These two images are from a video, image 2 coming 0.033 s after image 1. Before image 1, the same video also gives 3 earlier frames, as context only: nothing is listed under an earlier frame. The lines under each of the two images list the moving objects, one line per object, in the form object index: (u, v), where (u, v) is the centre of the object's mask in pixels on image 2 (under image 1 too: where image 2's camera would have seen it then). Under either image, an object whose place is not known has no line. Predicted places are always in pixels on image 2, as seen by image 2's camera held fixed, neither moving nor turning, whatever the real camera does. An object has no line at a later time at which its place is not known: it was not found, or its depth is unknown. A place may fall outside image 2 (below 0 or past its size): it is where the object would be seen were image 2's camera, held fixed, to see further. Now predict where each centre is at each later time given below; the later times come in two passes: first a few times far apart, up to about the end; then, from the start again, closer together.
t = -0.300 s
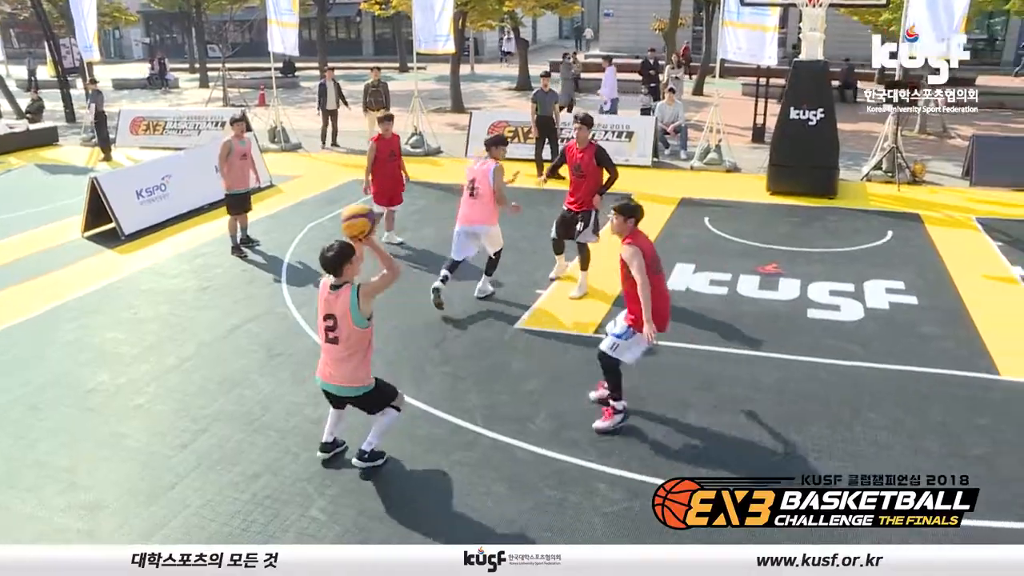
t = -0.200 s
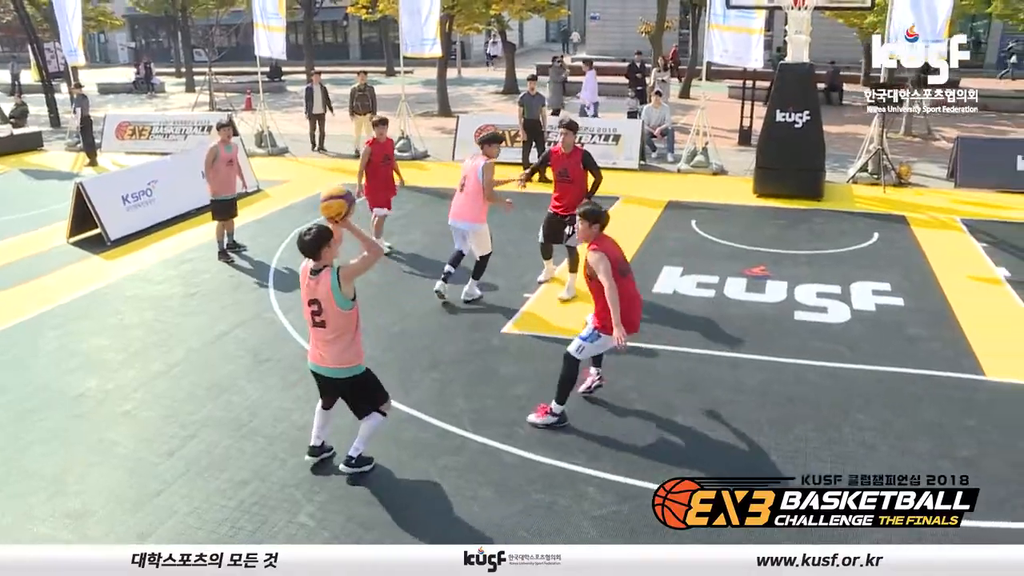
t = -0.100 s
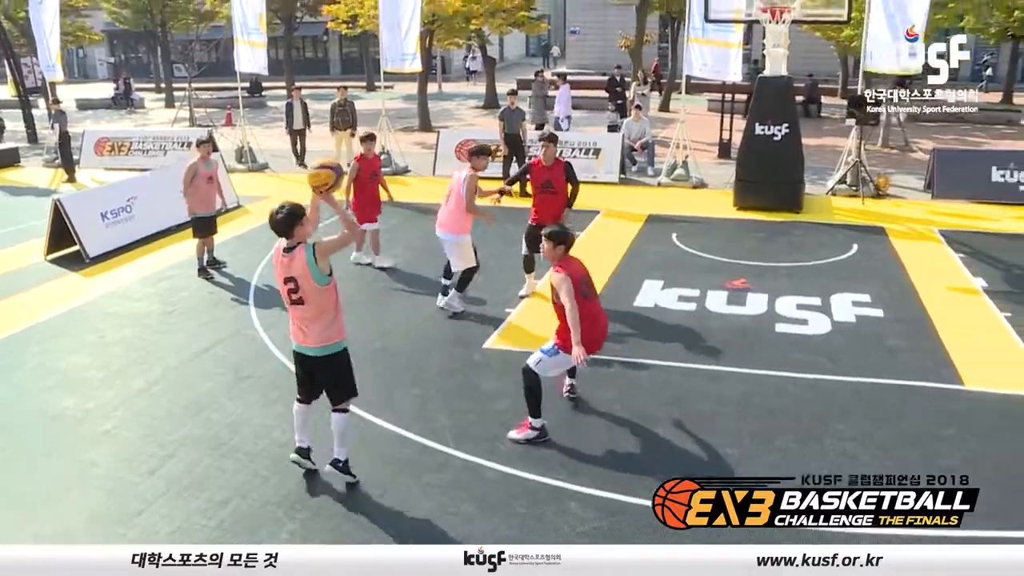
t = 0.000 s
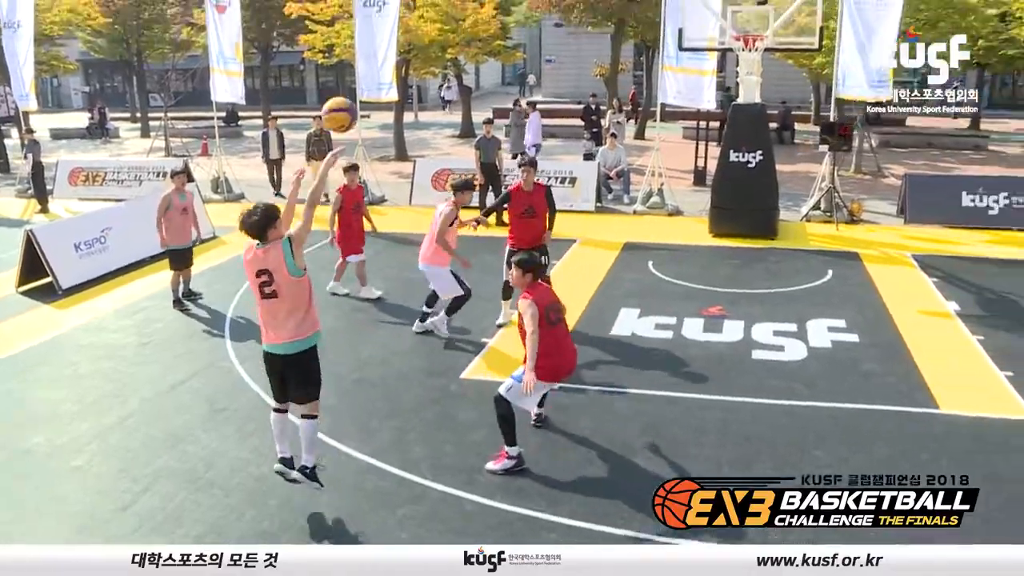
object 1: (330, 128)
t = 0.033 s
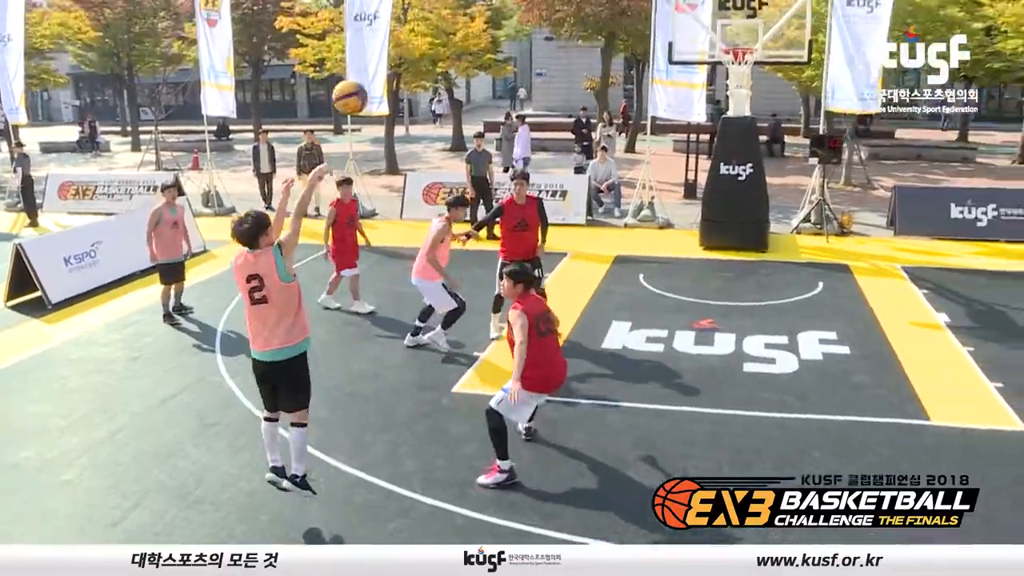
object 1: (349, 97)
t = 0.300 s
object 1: (485, -61)
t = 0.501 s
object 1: (560, -93)
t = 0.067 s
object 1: (369, 70)
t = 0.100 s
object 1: (387, 44)
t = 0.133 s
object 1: (404, 20)
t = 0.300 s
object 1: (485, -61)
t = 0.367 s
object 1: (513, -80)
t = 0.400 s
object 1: (526, -86)
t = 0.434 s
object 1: (537, -89)
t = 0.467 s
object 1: (549, -92)
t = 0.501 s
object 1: (560, -93)
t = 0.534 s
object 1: (571, -95)
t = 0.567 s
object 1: (581, -94)
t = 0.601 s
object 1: (591, -92)
